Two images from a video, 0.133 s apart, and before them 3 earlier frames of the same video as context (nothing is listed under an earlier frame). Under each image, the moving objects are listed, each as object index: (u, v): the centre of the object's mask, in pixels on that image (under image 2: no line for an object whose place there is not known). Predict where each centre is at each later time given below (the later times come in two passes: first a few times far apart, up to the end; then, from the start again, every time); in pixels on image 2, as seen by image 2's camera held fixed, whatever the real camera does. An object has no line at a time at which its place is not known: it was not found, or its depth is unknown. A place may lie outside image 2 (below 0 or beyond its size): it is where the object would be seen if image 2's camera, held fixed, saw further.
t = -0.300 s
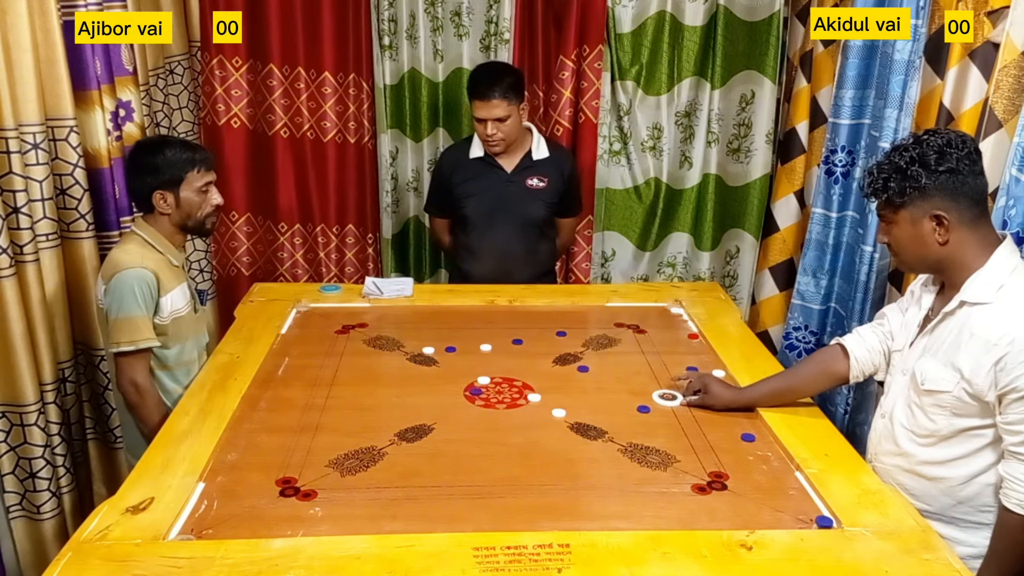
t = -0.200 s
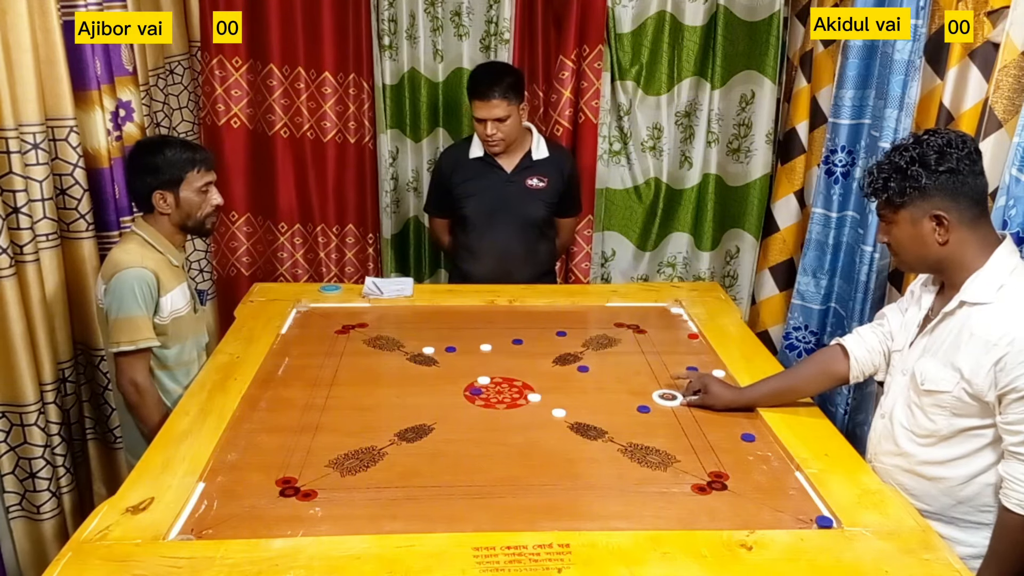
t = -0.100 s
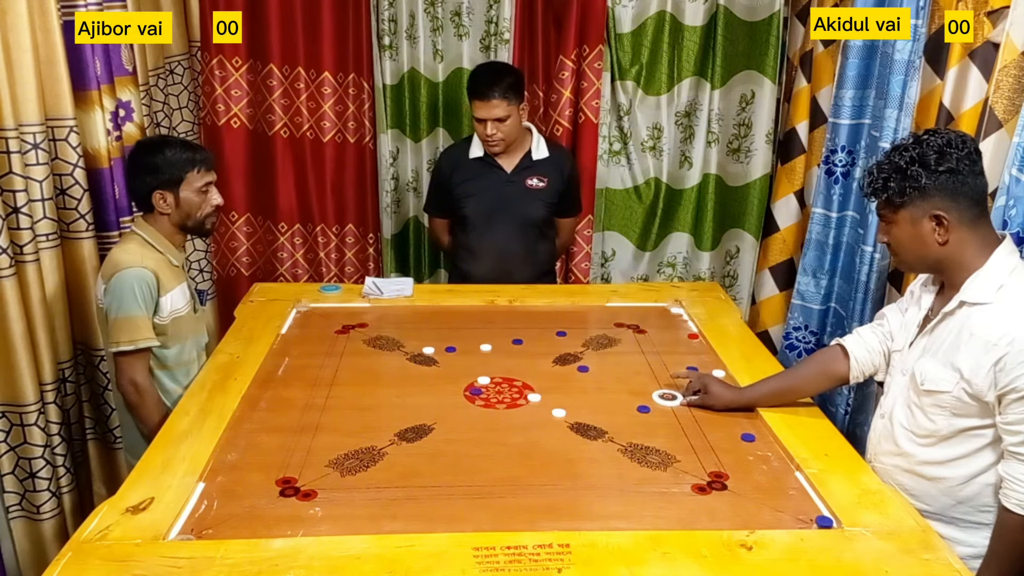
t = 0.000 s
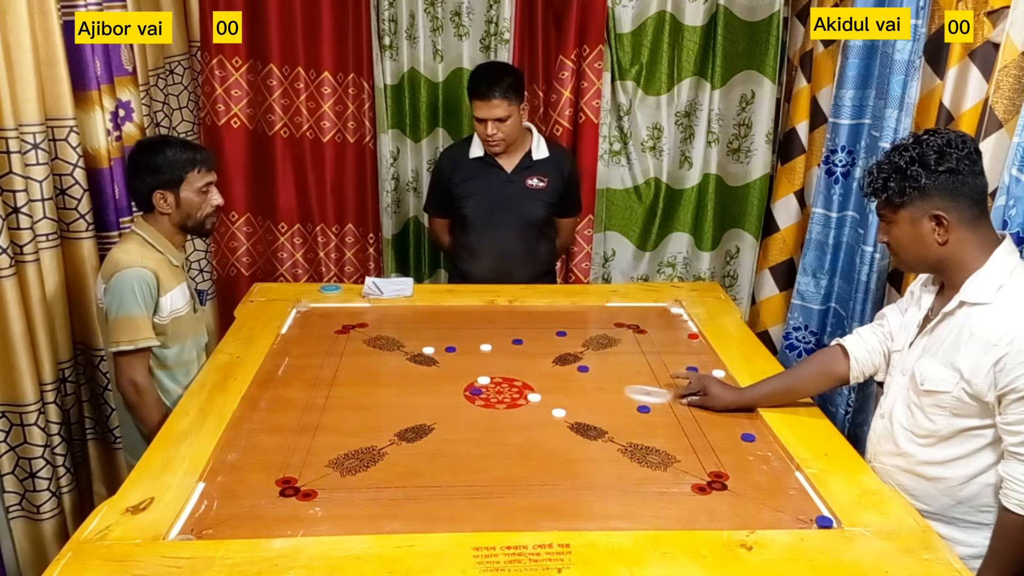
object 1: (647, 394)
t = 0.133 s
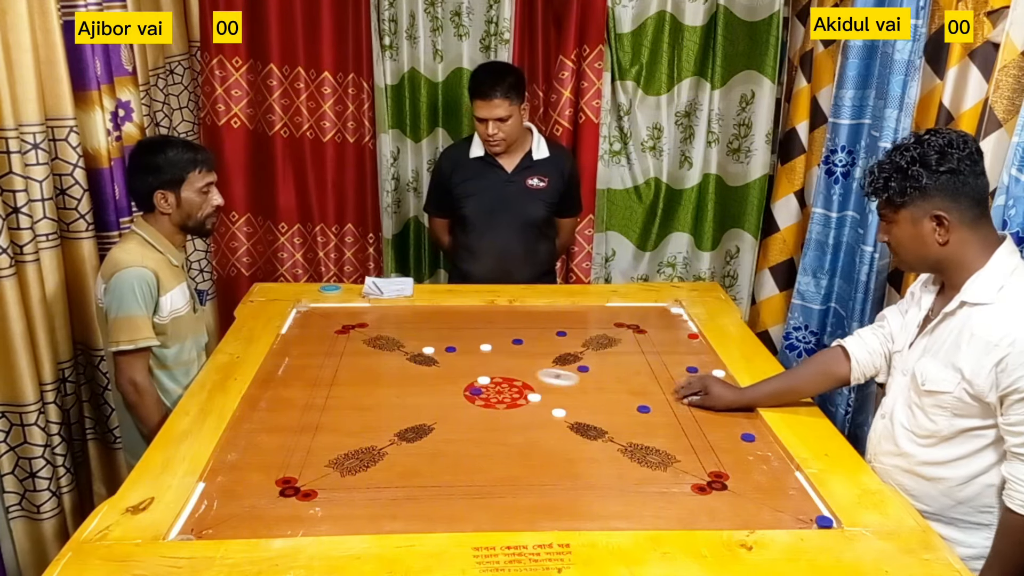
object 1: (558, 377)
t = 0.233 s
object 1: (500, 367)
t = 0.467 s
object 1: (403, 352)
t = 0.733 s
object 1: (336, 347)
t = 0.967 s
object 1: (301, 344)
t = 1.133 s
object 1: (291, 344)
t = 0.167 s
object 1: (538, 374)
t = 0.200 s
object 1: (519, 370)
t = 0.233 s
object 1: (500, 367)
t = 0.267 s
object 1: (483, 363)
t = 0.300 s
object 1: (467, 360)
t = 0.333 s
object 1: (451, 357)
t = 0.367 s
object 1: (433, 354)
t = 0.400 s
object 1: (426, 355)
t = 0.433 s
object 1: (414, 353)
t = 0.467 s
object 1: (403, 352)
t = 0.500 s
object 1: (393, 351)
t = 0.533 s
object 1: (384, 351)
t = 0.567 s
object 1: (375, 350)
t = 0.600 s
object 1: (366, 349)
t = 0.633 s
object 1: (358, 349)
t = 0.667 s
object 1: (350, 348)
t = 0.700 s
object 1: (343, 347)
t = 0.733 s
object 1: (336, 347)
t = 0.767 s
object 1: (330, 347)
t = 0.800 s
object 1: (325, 346)
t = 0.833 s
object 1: (319, 346)
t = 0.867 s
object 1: (314, 345)
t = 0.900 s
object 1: (310, 345)
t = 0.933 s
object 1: (305, 345)
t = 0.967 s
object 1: (301, 344)
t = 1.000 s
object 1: (298, 344)
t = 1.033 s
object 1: (295, 344)
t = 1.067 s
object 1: (292, 344)
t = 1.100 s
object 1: (290, 344)
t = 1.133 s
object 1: (291, 344)
